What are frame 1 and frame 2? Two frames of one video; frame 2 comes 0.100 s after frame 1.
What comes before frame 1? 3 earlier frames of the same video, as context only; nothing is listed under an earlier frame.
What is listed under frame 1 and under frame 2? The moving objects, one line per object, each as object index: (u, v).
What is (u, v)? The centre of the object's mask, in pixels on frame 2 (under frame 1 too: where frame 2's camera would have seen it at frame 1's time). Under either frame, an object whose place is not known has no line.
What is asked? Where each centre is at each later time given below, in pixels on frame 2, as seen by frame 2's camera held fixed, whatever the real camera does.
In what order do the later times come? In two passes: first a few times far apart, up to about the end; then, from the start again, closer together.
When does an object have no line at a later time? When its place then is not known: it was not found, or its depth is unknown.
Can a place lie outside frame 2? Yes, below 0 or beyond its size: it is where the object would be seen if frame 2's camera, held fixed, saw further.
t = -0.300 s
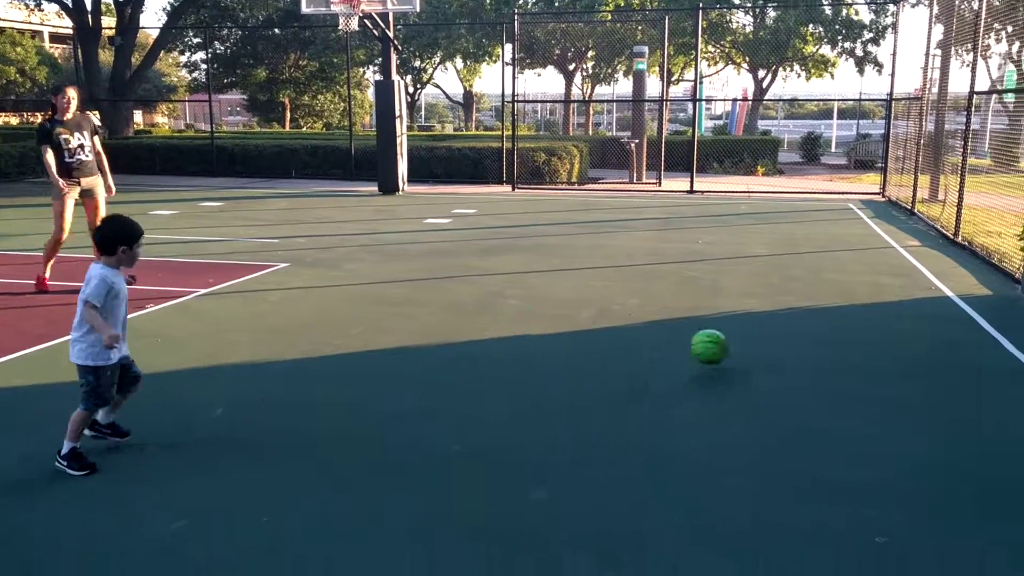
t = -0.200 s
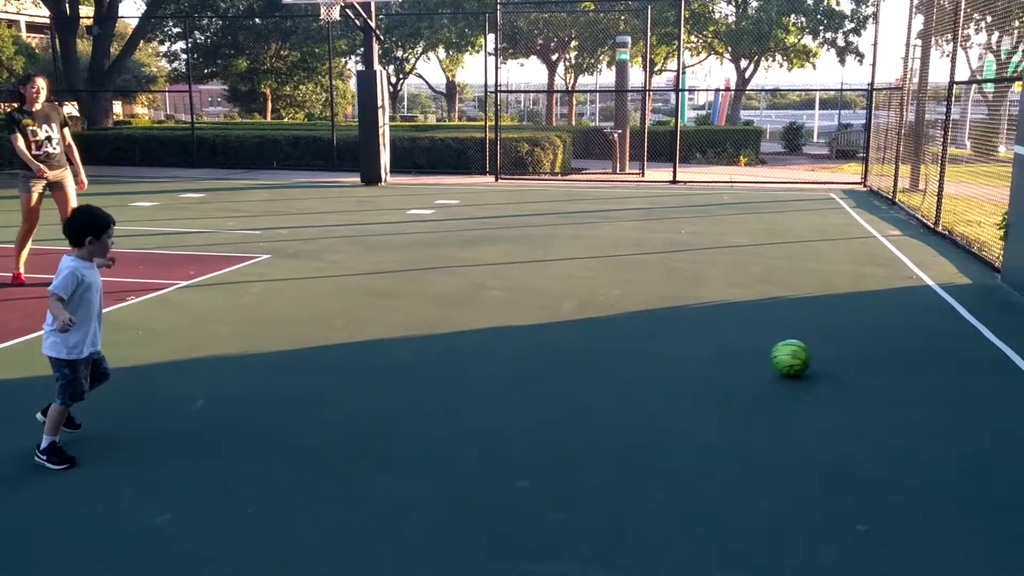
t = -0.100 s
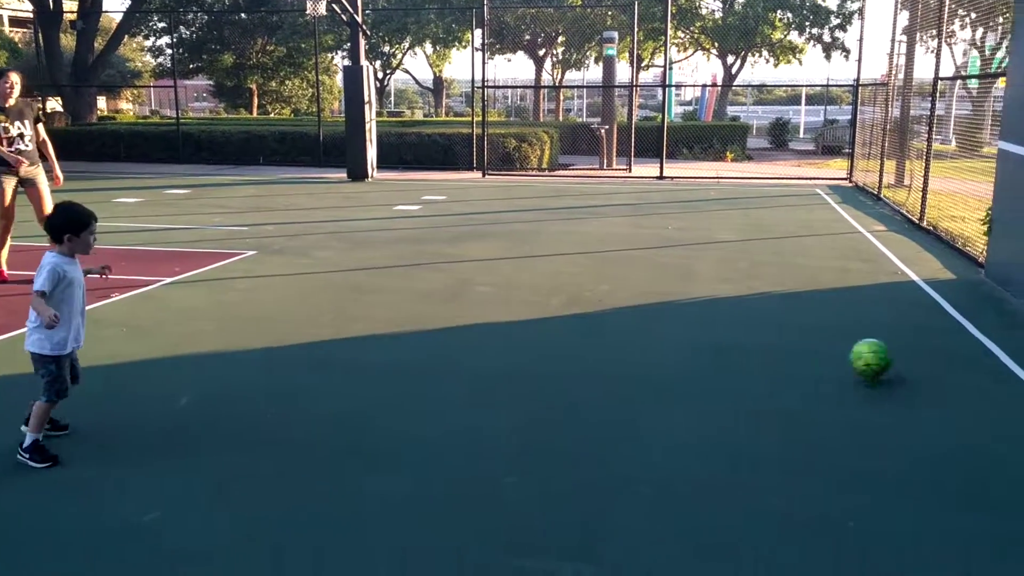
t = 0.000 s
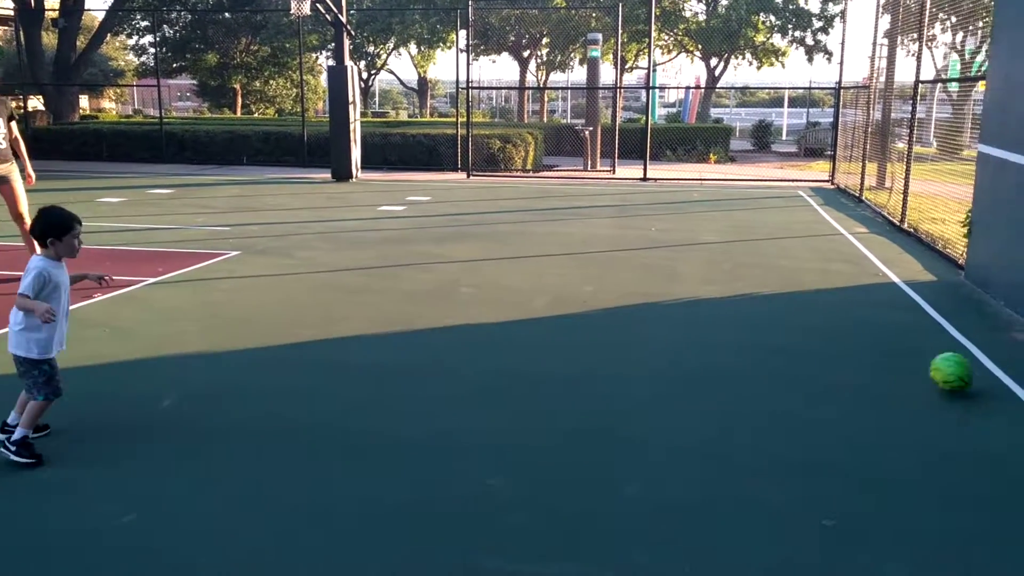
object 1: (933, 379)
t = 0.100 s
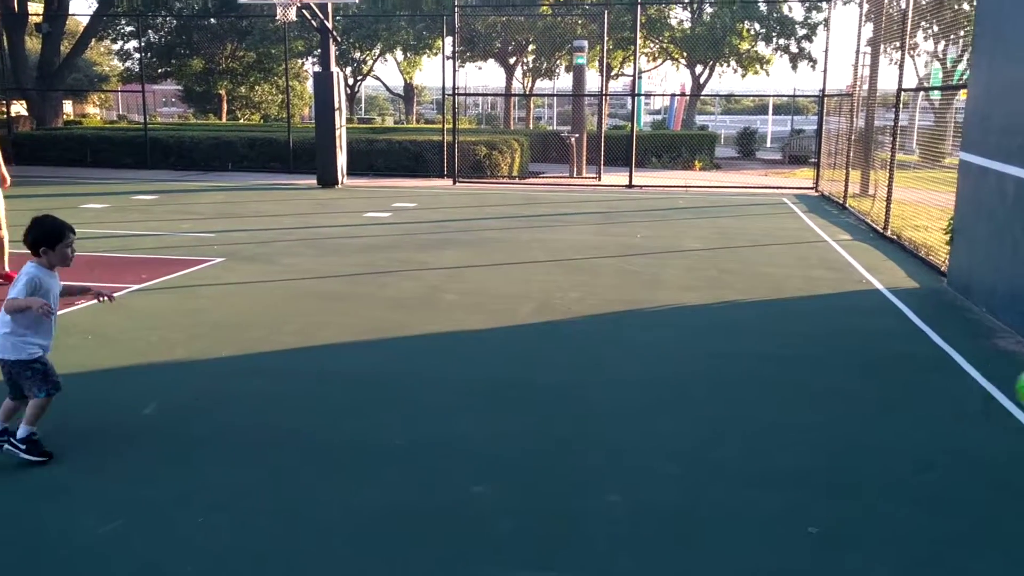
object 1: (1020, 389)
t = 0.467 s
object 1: (924, 398)
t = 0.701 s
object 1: (818, 396)
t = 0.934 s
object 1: (737, 407)
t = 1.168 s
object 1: (658, 413)
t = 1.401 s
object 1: (576, 417)
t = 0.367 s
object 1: (1005, 382)
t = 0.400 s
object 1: (978, 385)
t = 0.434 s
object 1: (950, 390)
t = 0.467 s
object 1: (924, 398)
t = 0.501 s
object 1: (897, 408)
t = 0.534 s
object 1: (883, 401)
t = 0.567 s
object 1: (871, 396)
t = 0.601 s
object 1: (858, 393)
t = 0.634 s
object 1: (845, 391)
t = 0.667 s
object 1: (831, 393)
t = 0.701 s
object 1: (818, 396)
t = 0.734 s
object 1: (805, 402)
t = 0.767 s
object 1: (791, 411)
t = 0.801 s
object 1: (781, 406)
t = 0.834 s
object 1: (770, 403)
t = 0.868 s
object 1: (759, 402)
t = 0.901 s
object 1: (748, 403)
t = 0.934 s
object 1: (737, 407)
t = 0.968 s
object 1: (726, 413)
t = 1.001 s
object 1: (714, 410)
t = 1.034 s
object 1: (704, 408)
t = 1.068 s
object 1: (692, 408)
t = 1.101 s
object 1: (680, 410)
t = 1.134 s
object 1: (669, 415)
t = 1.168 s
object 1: (658, 413)
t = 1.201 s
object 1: (646, 412)
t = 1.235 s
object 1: (634, 414)
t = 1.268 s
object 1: (622, 416)
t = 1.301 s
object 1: (611, 415)
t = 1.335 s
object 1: (599, 416)
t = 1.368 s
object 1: (588, 417)
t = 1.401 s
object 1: (576, 417)
